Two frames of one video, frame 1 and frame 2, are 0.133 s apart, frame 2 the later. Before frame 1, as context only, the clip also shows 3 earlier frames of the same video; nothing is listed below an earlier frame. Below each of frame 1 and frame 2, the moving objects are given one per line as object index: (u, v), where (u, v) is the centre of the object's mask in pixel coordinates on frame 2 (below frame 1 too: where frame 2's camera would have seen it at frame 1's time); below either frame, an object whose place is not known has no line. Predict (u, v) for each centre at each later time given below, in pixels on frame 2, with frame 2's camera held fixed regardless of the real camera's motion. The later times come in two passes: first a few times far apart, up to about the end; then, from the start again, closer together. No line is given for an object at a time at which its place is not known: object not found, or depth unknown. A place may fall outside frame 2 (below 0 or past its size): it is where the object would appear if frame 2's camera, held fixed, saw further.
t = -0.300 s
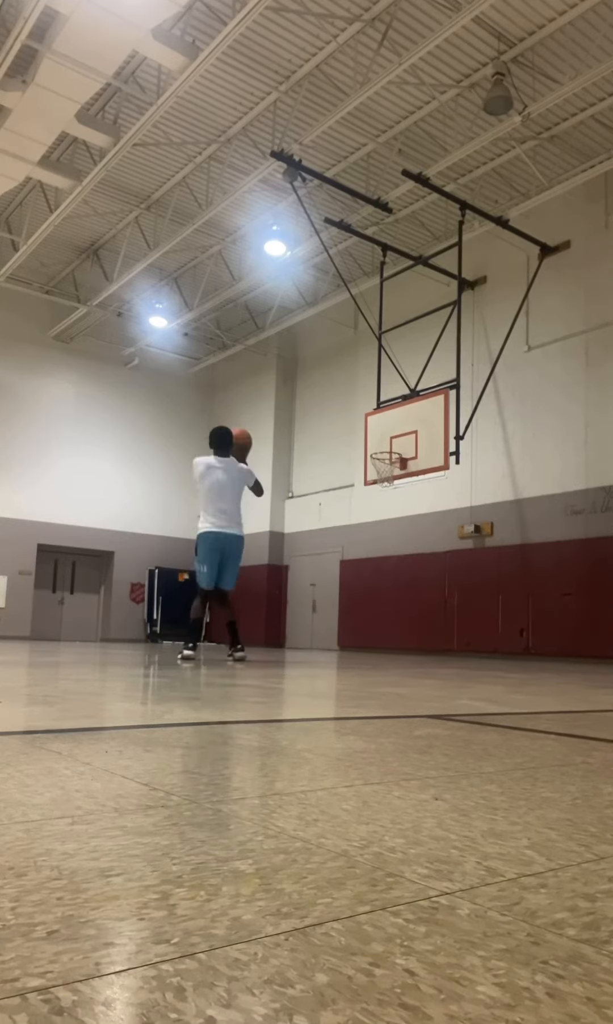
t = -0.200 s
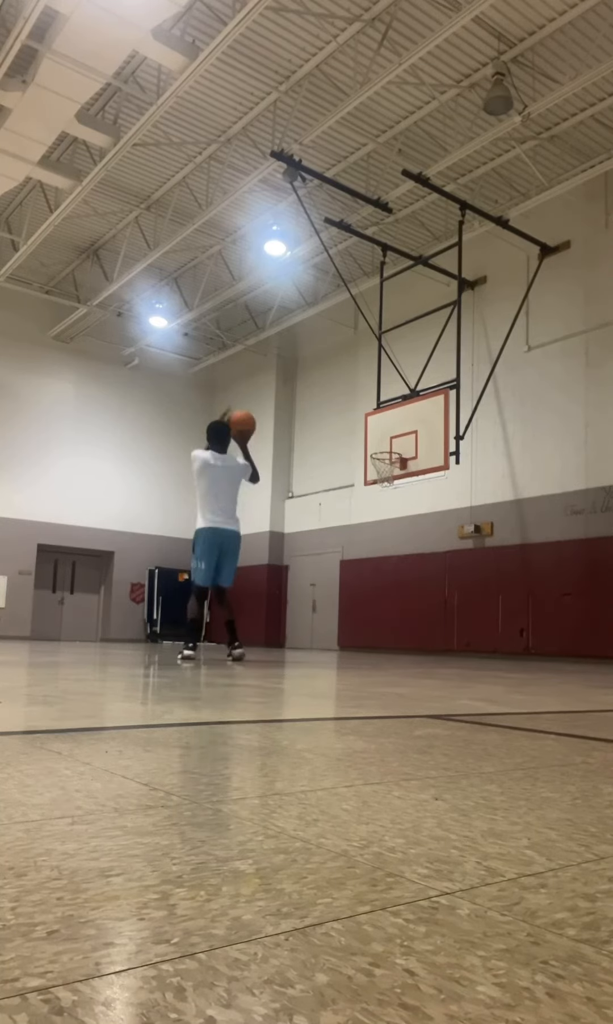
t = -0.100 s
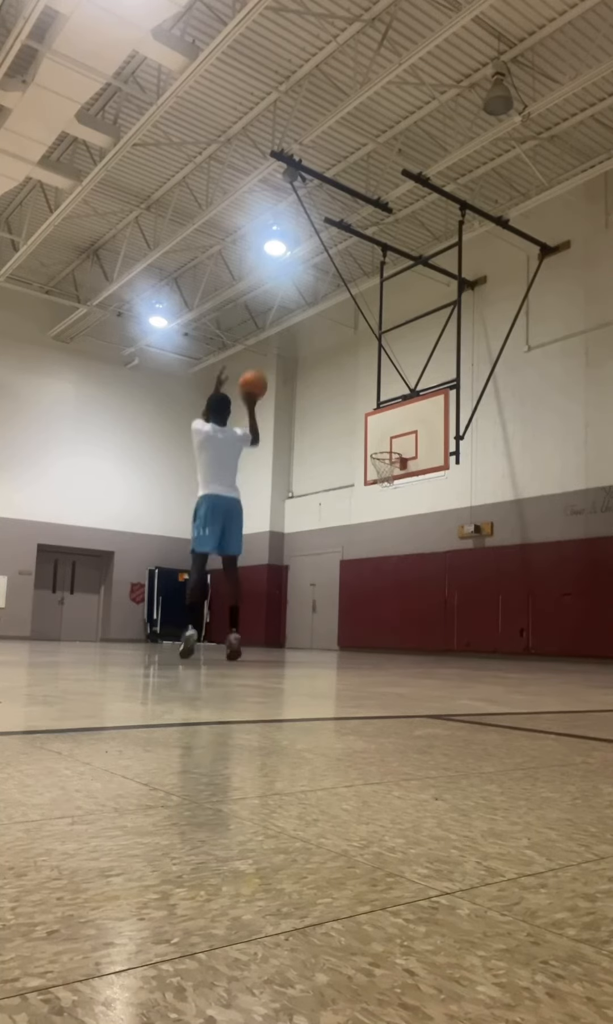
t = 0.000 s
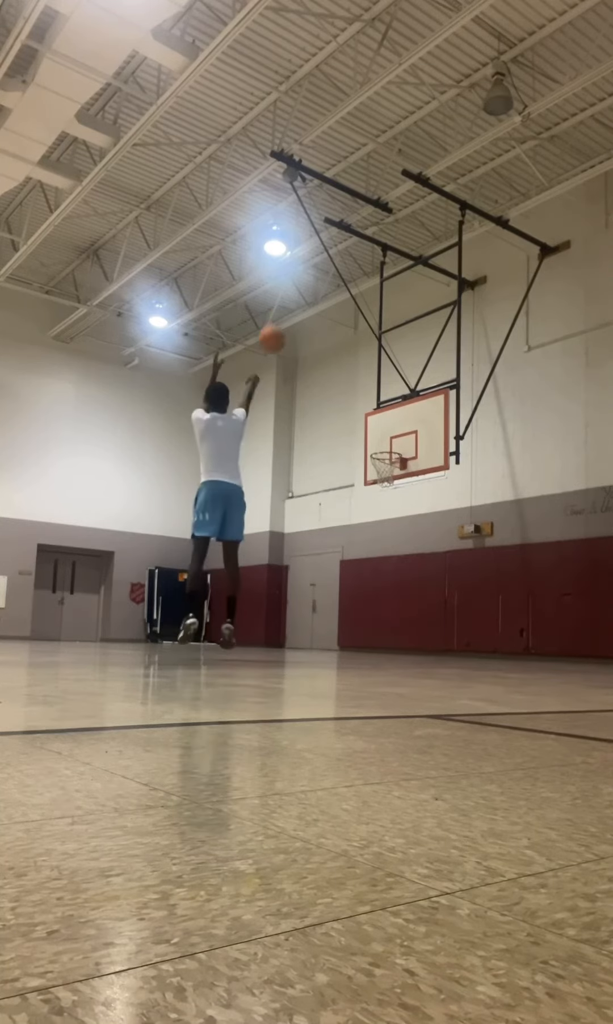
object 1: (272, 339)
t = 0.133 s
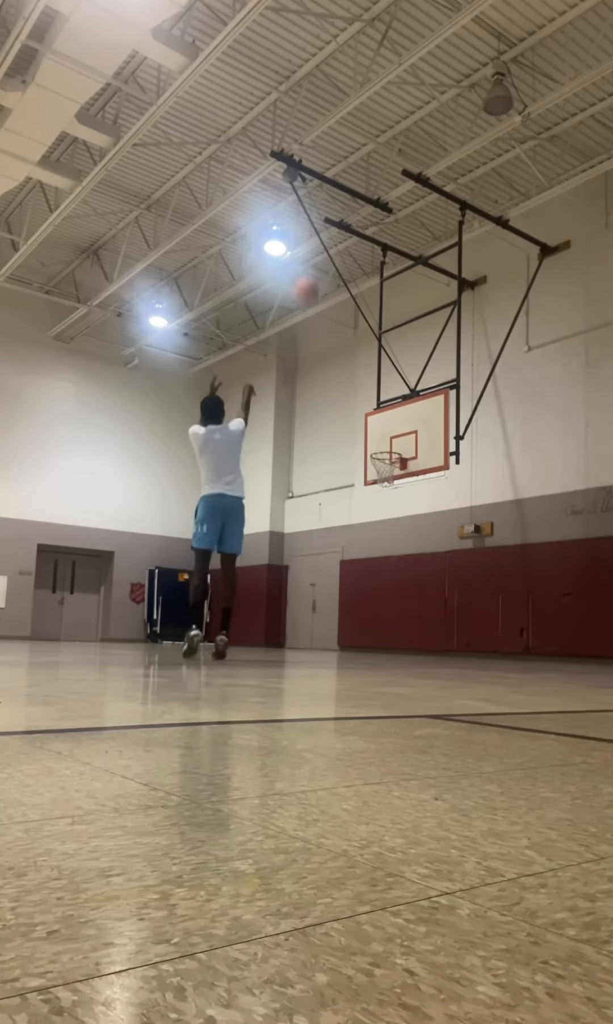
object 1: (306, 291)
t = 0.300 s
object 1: (332, 283)
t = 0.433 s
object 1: (349, 303)
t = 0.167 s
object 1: (311, 286)
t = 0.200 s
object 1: (316, 284)
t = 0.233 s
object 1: (325, 282)
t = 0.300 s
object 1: (332, 283)
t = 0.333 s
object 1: (336, 286)
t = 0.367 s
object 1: (343, 293)
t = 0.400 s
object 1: (346, 298)
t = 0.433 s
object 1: (349, 303)
